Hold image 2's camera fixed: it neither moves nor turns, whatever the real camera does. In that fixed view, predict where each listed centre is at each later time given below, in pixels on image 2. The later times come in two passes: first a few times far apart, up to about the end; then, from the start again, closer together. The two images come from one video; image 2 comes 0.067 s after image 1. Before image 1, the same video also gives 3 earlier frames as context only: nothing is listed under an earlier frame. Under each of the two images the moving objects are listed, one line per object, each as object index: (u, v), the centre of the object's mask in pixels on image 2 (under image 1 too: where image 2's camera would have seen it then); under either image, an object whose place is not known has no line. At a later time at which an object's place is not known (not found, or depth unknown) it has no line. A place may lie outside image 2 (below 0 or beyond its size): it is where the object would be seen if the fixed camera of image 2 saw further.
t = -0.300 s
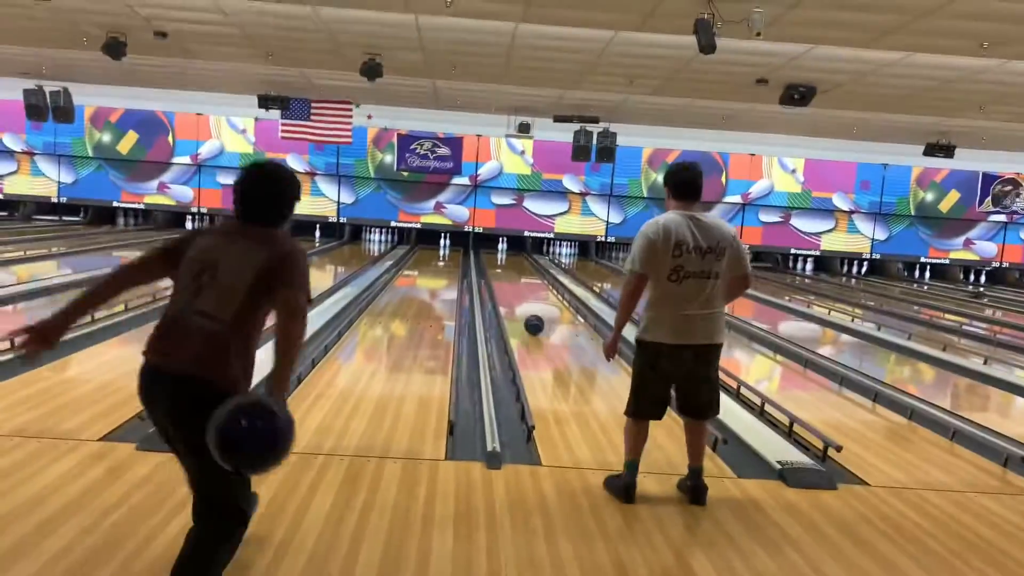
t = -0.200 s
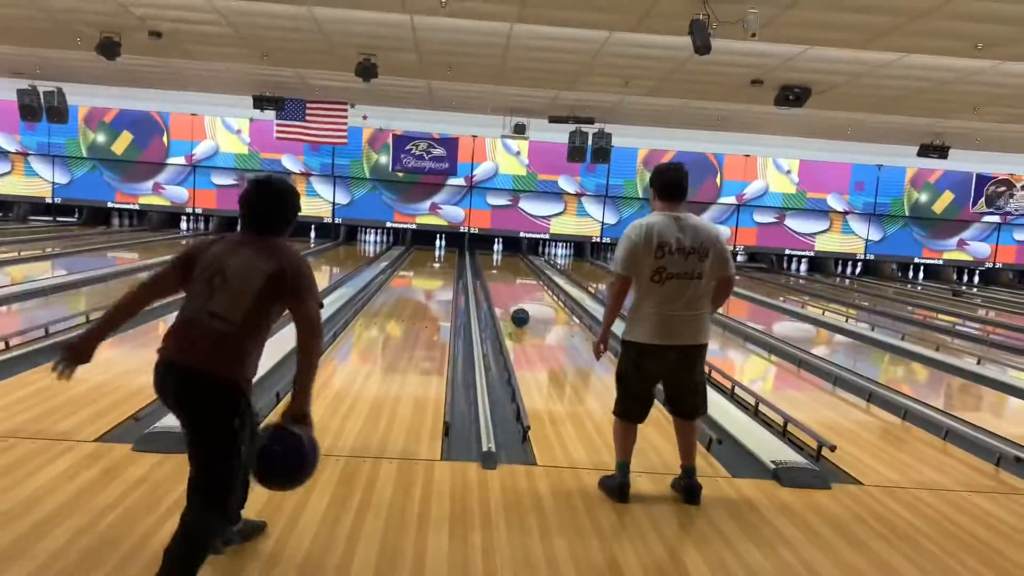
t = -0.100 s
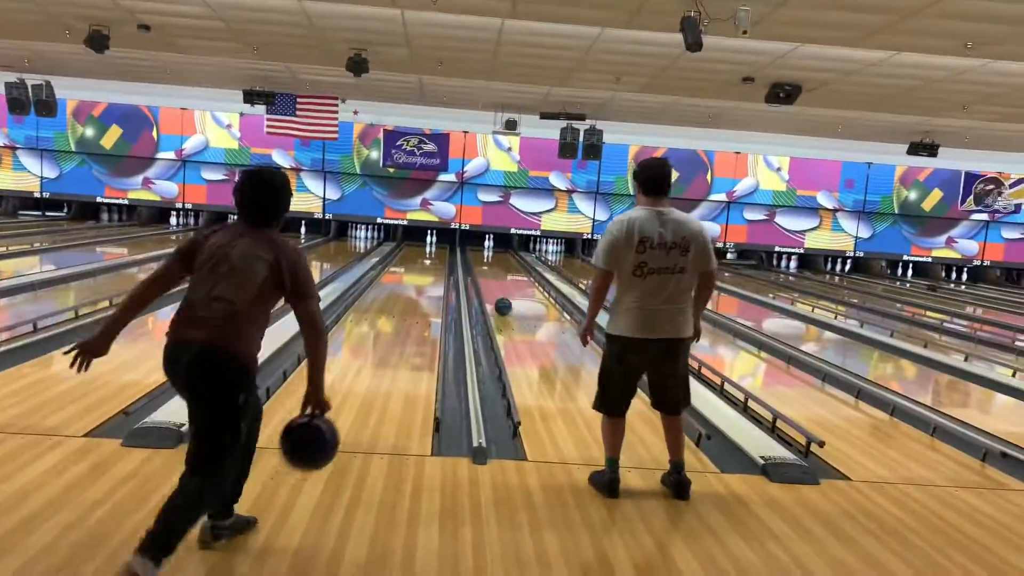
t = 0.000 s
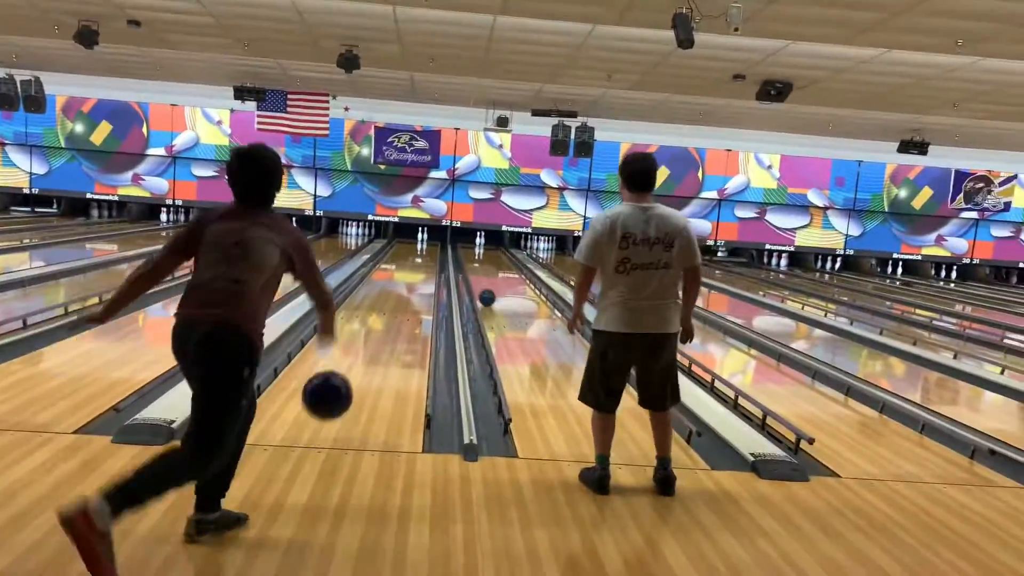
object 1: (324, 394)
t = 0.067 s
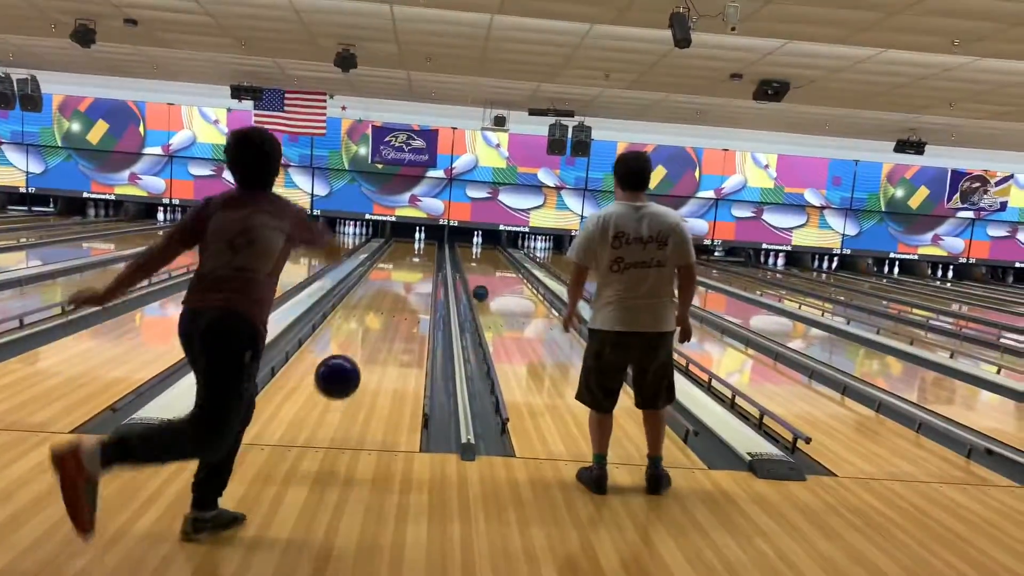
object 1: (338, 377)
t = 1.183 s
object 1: (416, 305)
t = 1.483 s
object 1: (424, 290)
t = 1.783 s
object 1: (430, 278)
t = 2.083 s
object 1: (432, 270)
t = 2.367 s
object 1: (435, 262)
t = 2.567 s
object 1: (435, 257)
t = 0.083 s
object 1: (340, 374)
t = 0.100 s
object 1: (343, 372)
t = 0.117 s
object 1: (345, 371)
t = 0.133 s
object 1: (348, 370)
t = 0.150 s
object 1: (350, 370)
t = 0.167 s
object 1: (352, 370)
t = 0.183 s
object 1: (354, 371)
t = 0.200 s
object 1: (356, 372)
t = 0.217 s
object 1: (358, 373)
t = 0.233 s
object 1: (359, 376)
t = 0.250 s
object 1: (361, 378)
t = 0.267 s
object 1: (362, 381)
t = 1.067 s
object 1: (413, 312)
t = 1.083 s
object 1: (413, 311)
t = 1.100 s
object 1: (414, 310)
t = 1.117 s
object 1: (414, 309)
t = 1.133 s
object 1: (415, 308)
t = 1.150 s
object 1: (415, 307)
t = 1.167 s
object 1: (416, 306)
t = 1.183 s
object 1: (416, 305)
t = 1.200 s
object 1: (417, 304)
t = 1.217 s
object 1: (417, 304)
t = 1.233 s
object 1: (418, 303)
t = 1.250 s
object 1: (418, 302)
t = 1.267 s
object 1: (418, 301)
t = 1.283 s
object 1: (419, 300)
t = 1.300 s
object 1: (419, 299)
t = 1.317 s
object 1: (420, 298)
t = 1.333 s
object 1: (420, 297)
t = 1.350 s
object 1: (420, 297)
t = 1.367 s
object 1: (421, 296)
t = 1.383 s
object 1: (421, 295)
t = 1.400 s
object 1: (421, 294)
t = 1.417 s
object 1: (422, 293)
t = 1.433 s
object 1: (422, 293)
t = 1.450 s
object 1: (423, 292)
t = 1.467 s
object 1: (423, 291)
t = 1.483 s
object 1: (424, 290)
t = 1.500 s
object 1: (424, 289)
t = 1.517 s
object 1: (424, 289)
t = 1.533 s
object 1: (425, 288)
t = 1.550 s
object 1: (425, 287)
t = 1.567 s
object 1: (425, 286)
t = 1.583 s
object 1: (426, 286)
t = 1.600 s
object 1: (426, 285)
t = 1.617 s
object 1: (427, 284)
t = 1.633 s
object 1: (427, 284)
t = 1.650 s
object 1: (427, 283)
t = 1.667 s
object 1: (428, 282)
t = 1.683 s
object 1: (428, 281)
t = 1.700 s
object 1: (428, 281)
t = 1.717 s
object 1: (429, 281)
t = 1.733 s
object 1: (429, 280)
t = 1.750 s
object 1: (429, 279)
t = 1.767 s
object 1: (429, 279)
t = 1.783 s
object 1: (430, 278)
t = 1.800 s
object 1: (430, 278)
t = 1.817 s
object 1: (431, 277)
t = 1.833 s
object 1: (432, 276)
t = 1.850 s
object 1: (433, 275)
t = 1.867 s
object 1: (434, 274)
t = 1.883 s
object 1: (434, 273)
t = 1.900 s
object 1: (435, 272)
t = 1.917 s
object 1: (435, 272)
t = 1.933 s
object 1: (434, 272)
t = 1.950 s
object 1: (433, 271)
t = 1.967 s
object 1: (432, 271)
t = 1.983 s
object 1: (432, 272)
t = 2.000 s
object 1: (431, 272)
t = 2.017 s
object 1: (431, 272)
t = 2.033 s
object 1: (431, 272)
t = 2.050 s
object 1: (431, 272)
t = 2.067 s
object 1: (431, 271)
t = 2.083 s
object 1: (432, 270)
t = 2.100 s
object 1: (432, 269)
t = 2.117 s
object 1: (433, 268)
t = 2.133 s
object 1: (433, 267)
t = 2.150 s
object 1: (433, 267)
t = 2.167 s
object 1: (434, 266)
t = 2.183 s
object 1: (434, 265)
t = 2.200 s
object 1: (435, 265)
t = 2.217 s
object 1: (435, 263)
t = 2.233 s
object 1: (435, 263)
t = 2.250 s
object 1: (436, 263)
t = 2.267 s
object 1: (436, 263)
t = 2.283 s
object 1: (436, 263)
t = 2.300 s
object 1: (436, 263)
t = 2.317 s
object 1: (435, 263)
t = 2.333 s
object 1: (435, 263)
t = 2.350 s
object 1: (435, 262)
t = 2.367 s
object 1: (435, 262)
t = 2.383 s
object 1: (436, 262)
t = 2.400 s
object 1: (436, 262)
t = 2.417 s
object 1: (436, 261)
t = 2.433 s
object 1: (436, 260)
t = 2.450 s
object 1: (436, 260)
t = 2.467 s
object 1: (436, 259)
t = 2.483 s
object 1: (436, 258)
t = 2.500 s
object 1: (436, 258)
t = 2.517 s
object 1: (436, 257)
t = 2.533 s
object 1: (436, 257)
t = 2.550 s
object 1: (436, 257)
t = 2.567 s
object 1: (435, 257)
